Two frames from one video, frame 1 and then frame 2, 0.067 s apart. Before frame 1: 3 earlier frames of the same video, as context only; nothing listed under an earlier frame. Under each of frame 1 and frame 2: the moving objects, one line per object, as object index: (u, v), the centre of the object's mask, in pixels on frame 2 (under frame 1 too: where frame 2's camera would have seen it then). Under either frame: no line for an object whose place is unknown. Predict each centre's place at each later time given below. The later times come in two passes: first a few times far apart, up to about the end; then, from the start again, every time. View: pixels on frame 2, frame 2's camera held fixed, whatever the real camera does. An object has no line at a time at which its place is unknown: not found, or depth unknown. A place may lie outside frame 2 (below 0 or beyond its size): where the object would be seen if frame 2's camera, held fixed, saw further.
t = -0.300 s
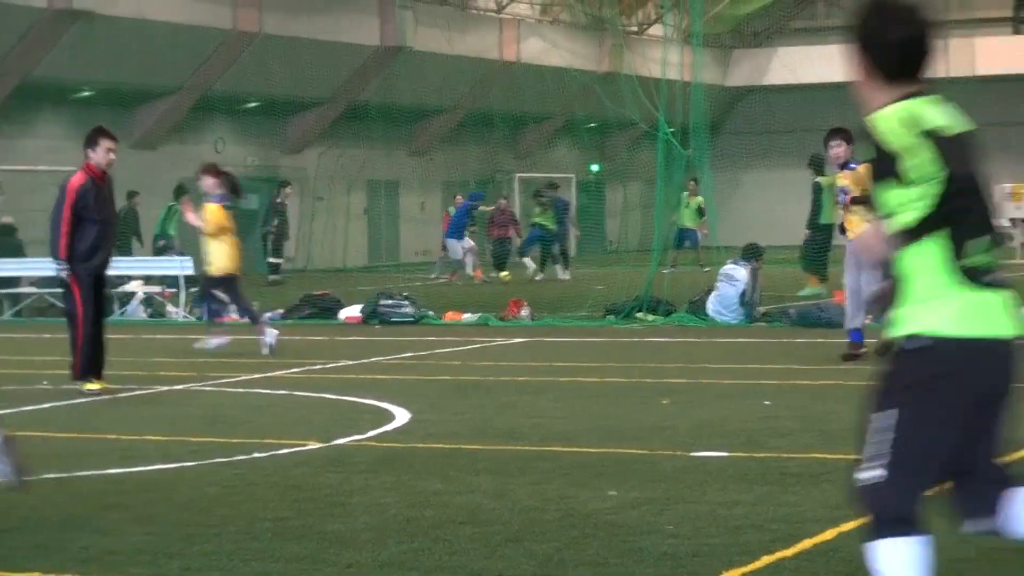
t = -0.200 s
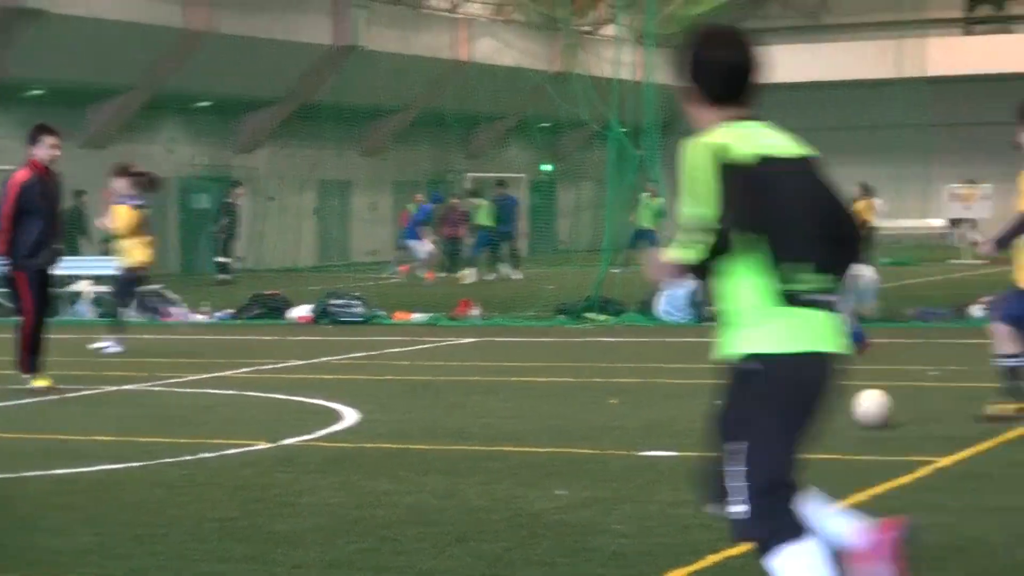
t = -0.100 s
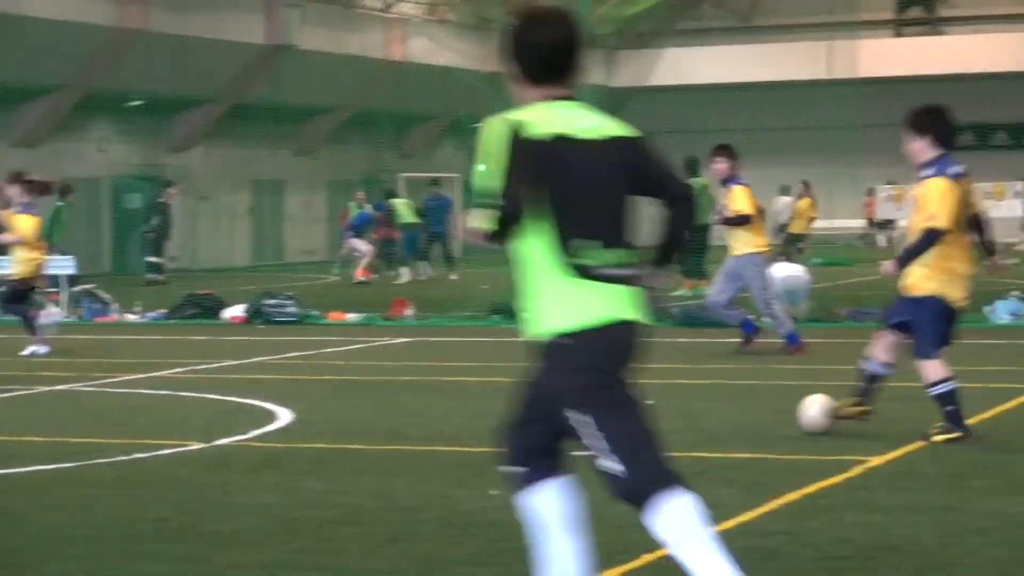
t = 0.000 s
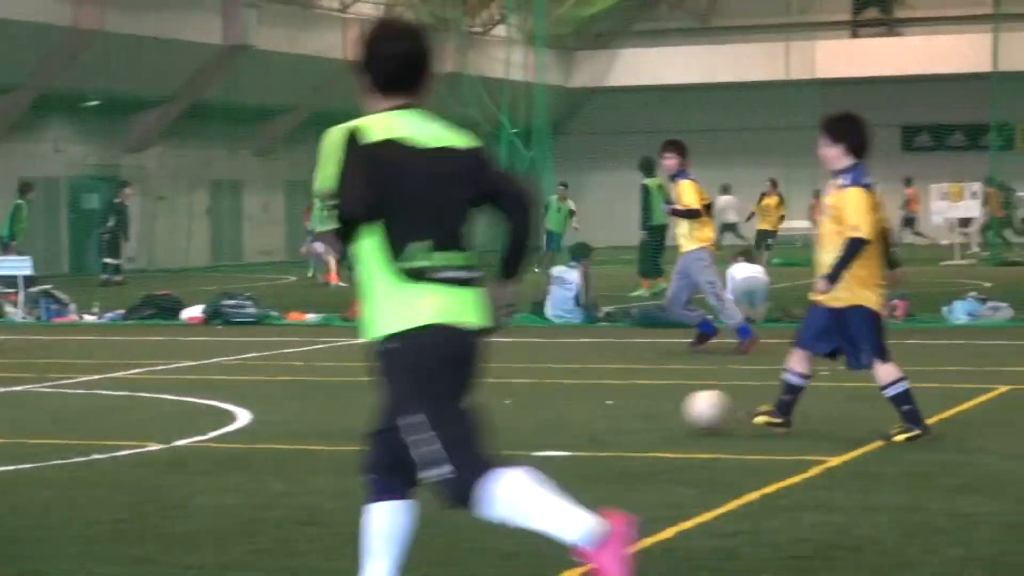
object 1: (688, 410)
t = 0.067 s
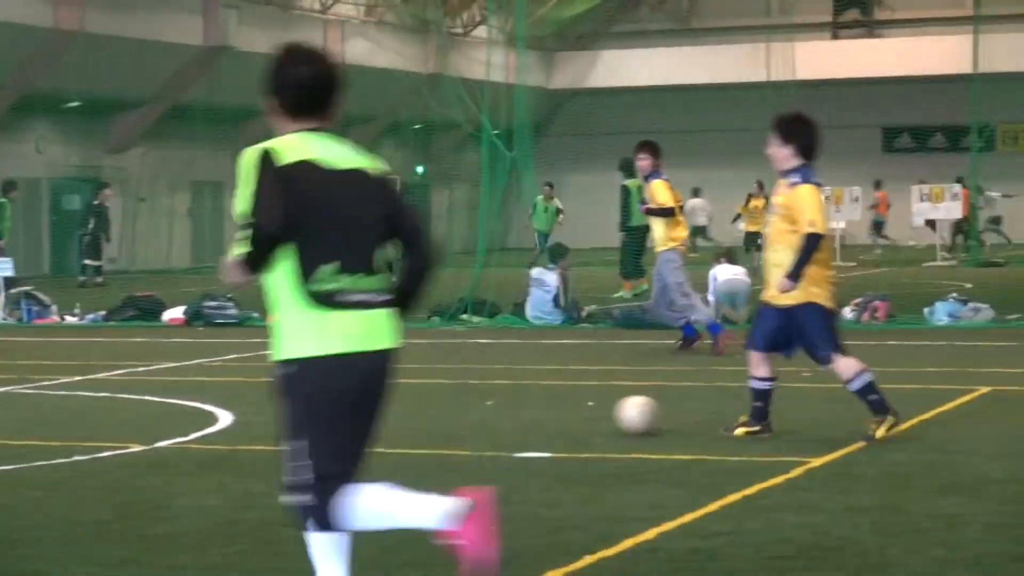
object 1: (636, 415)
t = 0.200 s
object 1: (554, 414)
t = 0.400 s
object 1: (458, 417)
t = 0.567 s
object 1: (387, 417)
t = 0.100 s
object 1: (614, 414)
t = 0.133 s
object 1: (594, 414)
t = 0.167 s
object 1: (572, 415)
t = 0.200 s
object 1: (554, 414)
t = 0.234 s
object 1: (536, 414)
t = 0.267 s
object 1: (518, 416)
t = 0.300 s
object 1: (502, 416)
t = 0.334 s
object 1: (487, 416)
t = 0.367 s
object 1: (472, 417)
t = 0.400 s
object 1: (458, 417)
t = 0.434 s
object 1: (444, 417)
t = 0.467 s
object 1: (431, 417)
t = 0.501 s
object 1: (416, 417)
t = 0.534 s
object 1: (402, 418)
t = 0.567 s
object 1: (387, 417)
